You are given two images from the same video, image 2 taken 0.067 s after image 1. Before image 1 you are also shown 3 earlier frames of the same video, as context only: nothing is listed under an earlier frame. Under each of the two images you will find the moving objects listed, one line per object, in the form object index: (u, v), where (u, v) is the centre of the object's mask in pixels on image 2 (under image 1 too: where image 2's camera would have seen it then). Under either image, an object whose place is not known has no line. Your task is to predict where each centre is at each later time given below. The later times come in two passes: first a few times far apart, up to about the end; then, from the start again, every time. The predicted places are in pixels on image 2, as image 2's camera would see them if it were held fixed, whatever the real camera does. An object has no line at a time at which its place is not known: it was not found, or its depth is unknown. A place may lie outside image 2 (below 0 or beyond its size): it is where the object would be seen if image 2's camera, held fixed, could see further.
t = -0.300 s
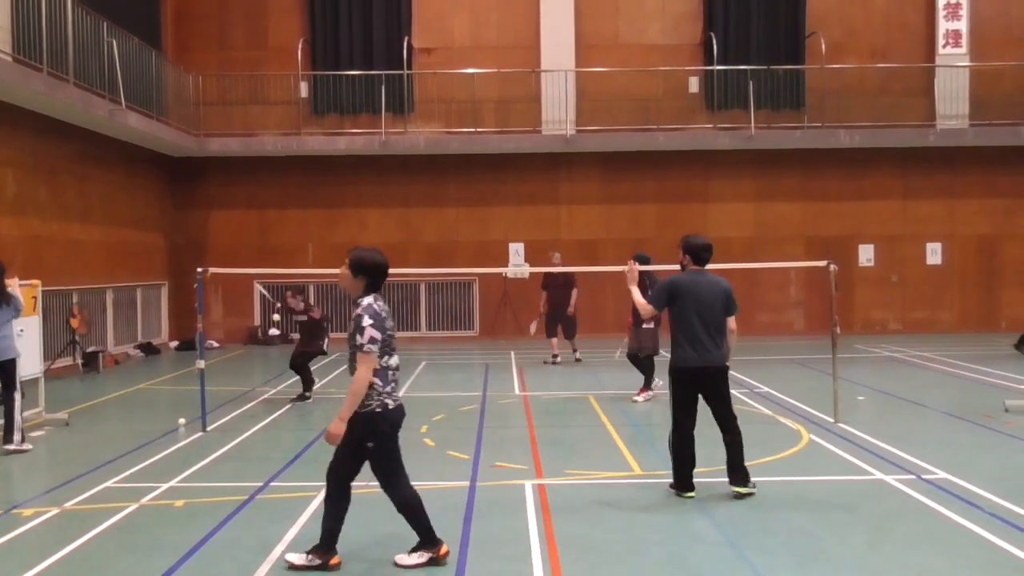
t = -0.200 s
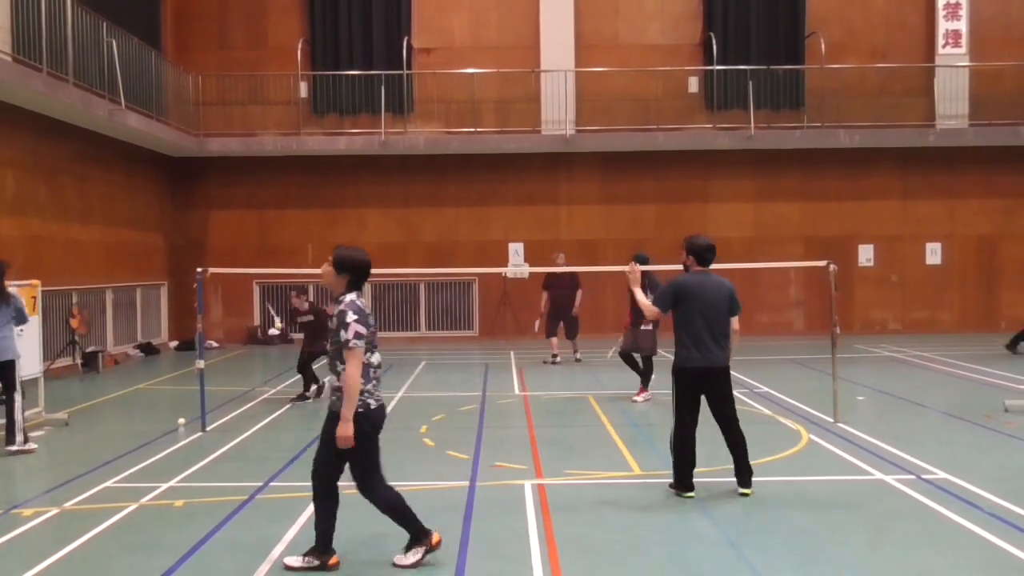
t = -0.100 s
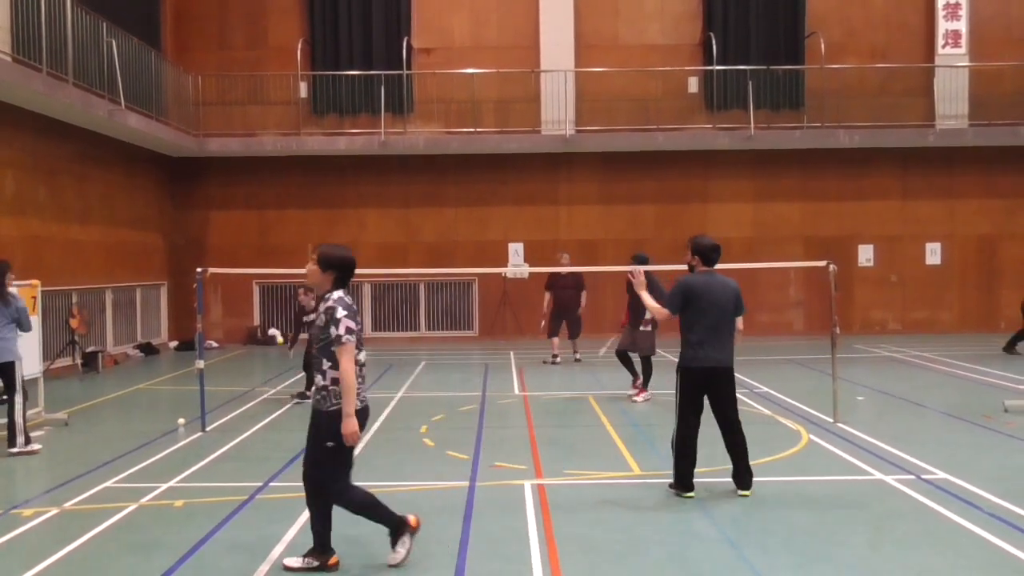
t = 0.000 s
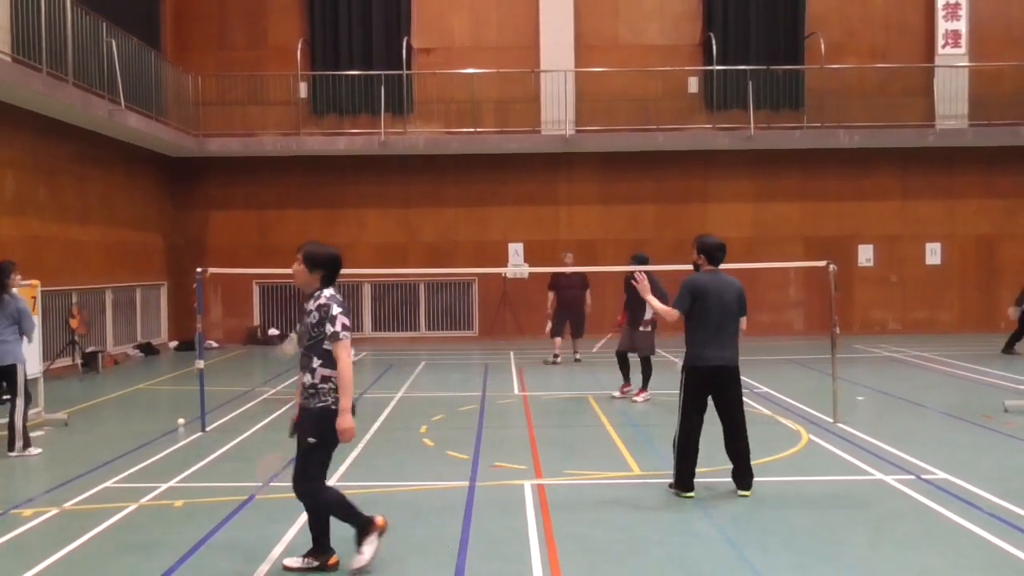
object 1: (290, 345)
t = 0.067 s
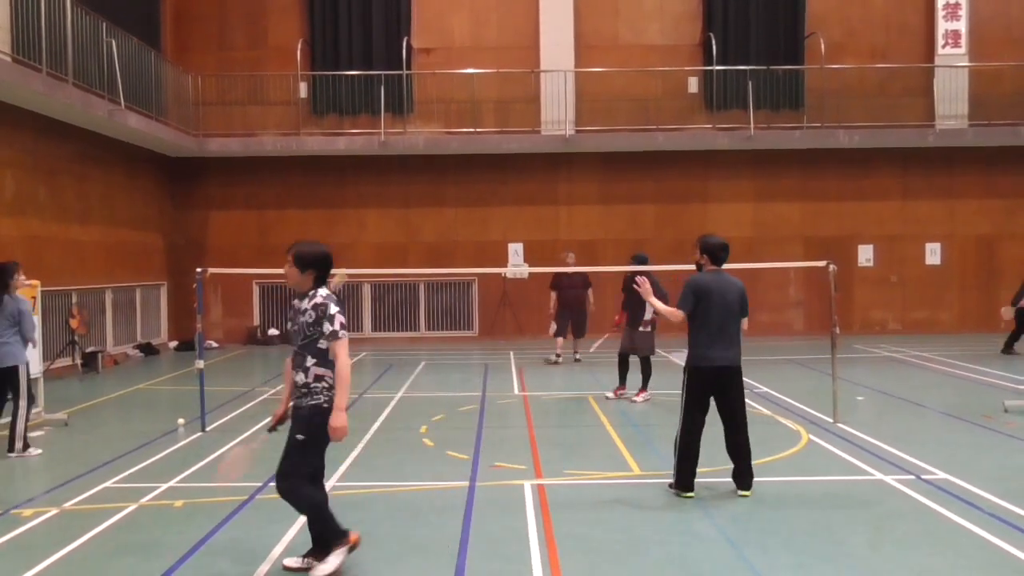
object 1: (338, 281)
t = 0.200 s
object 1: (414, 180)
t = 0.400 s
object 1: (512, 93)
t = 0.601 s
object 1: (604, 55)
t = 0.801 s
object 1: (688, 71)
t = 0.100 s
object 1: (360, 251)
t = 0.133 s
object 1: (378, 226)
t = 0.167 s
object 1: (396, 202)
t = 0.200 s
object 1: (414, 180)
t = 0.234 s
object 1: (432, 163)
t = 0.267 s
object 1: (449, 146)
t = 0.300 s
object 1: (466, 131)
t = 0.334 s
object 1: (481, 118)
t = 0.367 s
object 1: (497, 105)
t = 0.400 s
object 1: (512, 93)
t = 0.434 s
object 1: (527, 83)
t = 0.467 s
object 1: (540, 75)
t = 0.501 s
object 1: (557, 67)
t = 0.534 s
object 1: (575, 61)
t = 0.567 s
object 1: (587, 58)
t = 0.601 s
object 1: (604, 55)
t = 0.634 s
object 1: (619, 54)
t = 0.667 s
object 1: (633, 55)
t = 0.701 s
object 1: (648, 57)
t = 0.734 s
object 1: (661, 60)
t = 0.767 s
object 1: (674, 64)
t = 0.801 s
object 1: (688, 71)
